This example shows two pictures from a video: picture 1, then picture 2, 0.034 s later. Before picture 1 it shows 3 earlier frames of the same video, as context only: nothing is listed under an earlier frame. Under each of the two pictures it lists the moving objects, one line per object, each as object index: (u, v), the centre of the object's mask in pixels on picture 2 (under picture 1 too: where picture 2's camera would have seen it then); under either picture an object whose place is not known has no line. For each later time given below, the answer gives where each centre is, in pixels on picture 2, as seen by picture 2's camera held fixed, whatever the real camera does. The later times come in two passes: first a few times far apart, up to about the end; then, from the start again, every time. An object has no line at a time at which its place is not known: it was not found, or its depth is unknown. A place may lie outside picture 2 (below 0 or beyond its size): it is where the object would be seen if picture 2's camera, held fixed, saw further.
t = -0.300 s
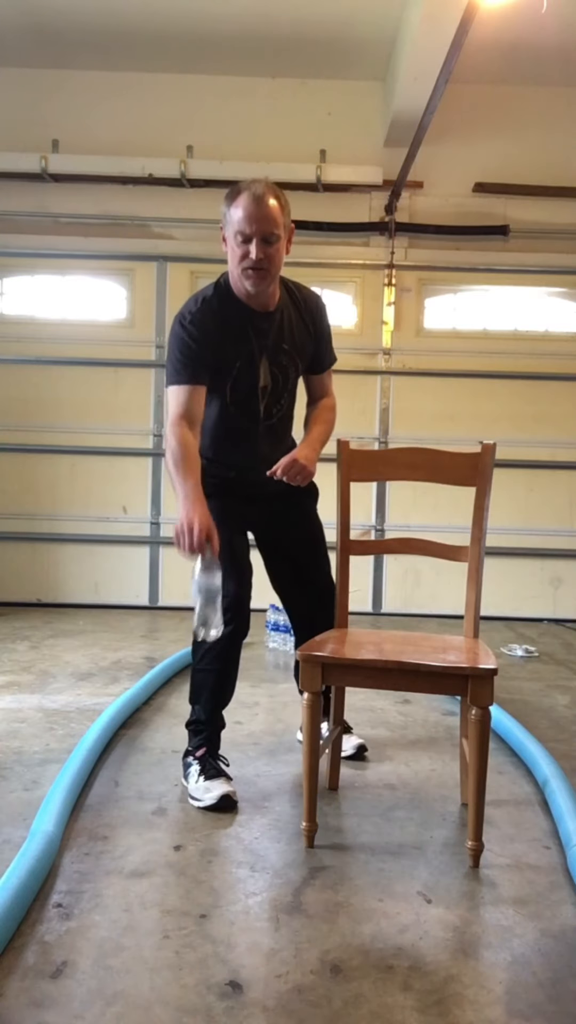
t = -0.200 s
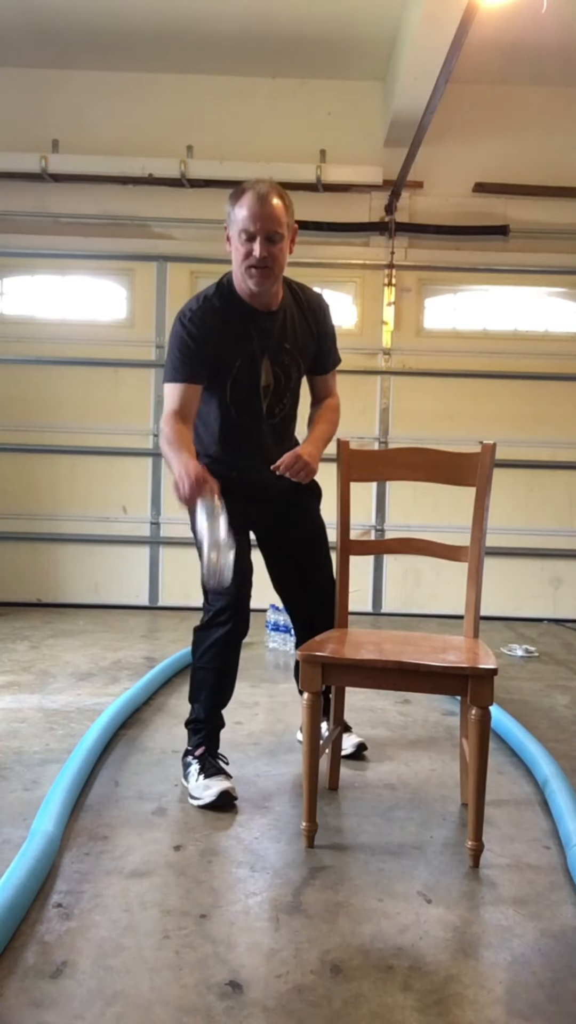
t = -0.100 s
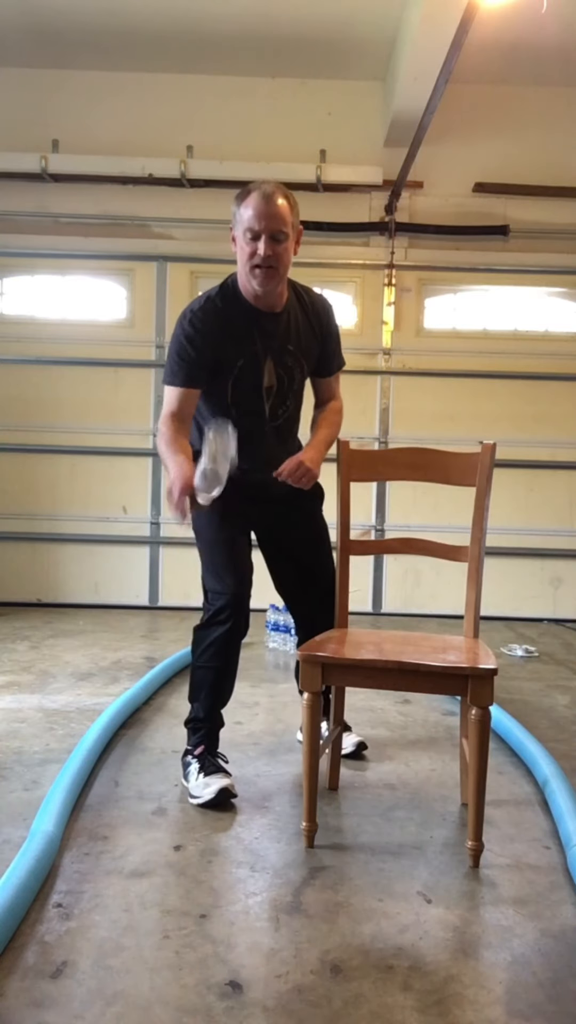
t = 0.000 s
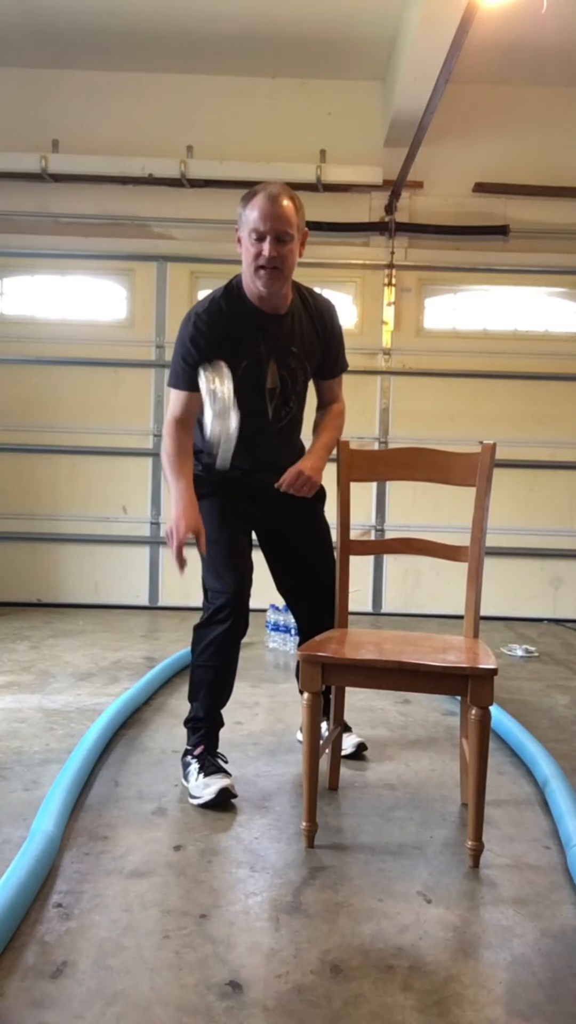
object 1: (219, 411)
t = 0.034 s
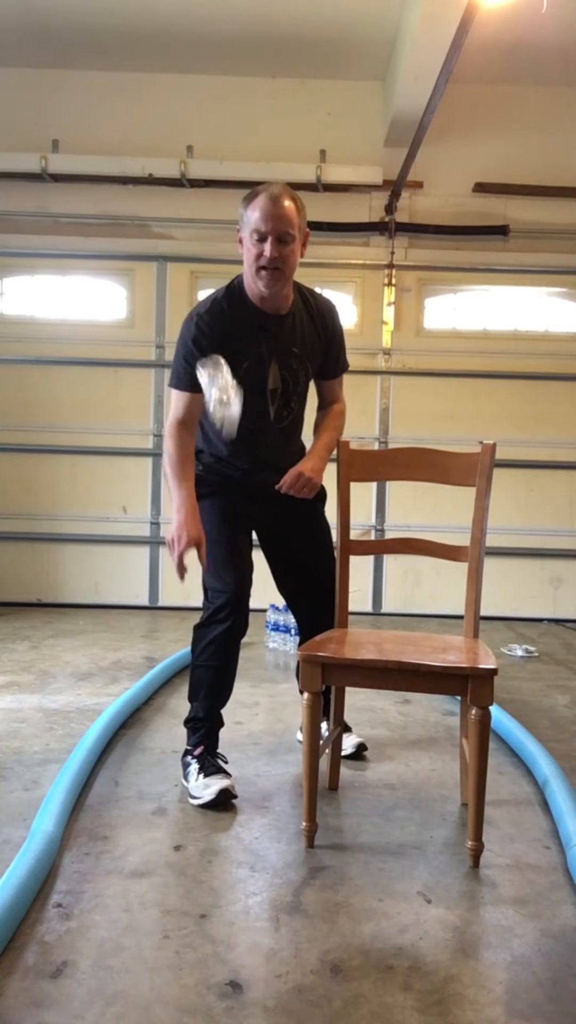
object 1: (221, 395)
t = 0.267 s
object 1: (208, 448)
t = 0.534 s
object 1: (181, 869)
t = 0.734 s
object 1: (172, 860)
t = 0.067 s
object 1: (220, 380)
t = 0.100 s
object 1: (217, 374)
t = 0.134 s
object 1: (214, 378)
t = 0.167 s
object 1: (212, 388)
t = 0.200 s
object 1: (211, 404)
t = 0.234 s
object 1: (209, 425)
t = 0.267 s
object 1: (208, 448)
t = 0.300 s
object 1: (206, 480)
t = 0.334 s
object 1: (203, 520)
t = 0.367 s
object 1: (200, 561)
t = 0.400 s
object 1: (196, 621)
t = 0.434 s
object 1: (193, 674)
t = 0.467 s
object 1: (189, 724)
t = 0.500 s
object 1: (186, 800)
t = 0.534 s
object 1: (181, 869)
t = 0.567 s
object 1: (178, 868)
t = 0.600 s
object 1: (175, 865)
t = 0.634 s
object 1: (175, 864)
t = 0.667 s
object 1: (174, 862)
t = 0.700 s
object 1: (173, 861)
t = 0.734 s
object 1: (172, 860)
